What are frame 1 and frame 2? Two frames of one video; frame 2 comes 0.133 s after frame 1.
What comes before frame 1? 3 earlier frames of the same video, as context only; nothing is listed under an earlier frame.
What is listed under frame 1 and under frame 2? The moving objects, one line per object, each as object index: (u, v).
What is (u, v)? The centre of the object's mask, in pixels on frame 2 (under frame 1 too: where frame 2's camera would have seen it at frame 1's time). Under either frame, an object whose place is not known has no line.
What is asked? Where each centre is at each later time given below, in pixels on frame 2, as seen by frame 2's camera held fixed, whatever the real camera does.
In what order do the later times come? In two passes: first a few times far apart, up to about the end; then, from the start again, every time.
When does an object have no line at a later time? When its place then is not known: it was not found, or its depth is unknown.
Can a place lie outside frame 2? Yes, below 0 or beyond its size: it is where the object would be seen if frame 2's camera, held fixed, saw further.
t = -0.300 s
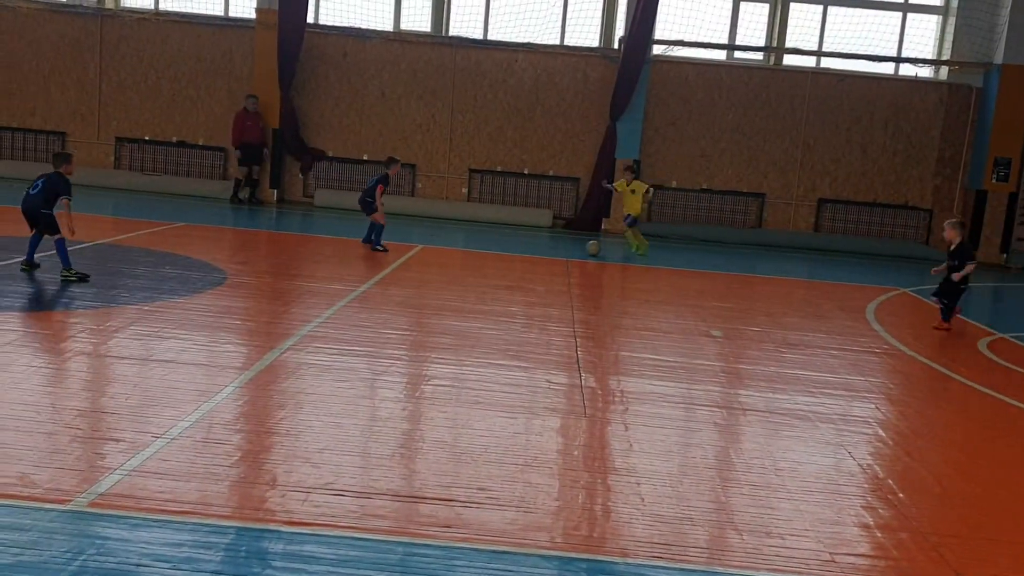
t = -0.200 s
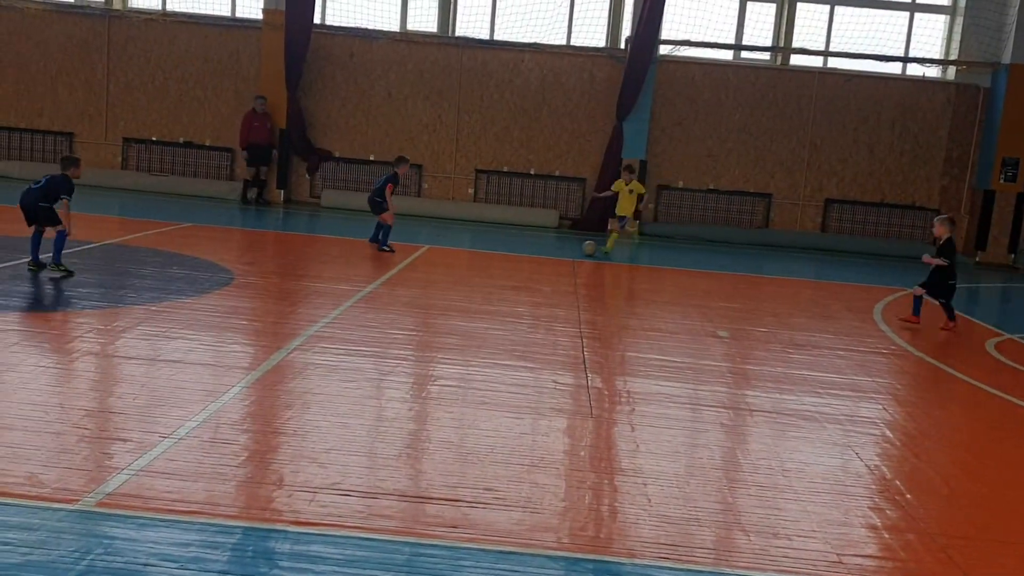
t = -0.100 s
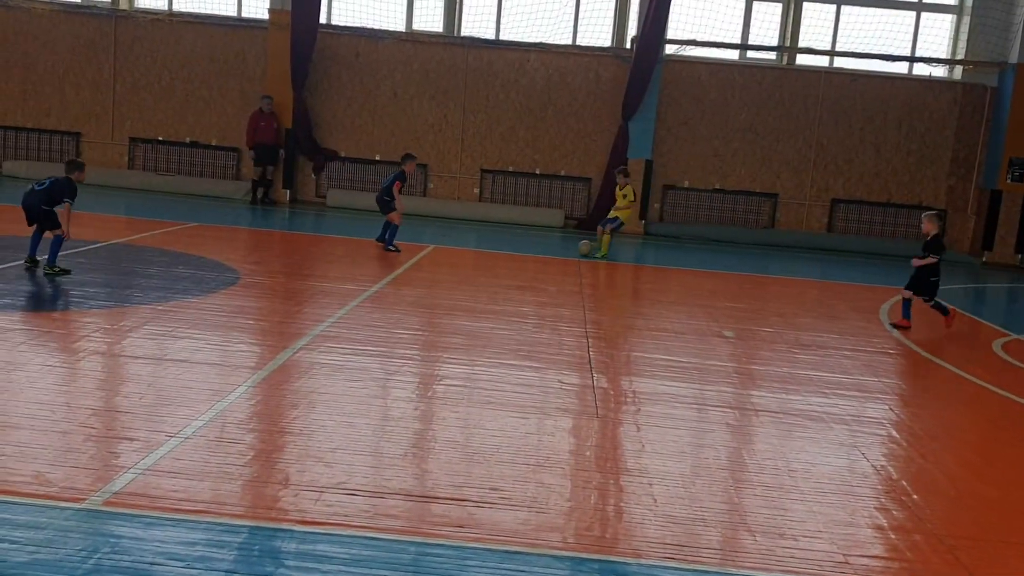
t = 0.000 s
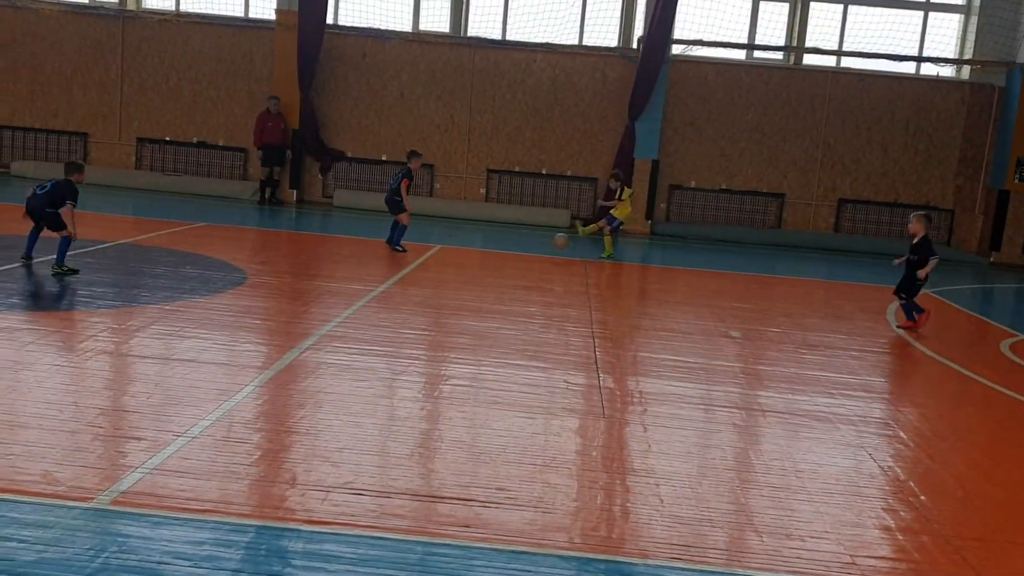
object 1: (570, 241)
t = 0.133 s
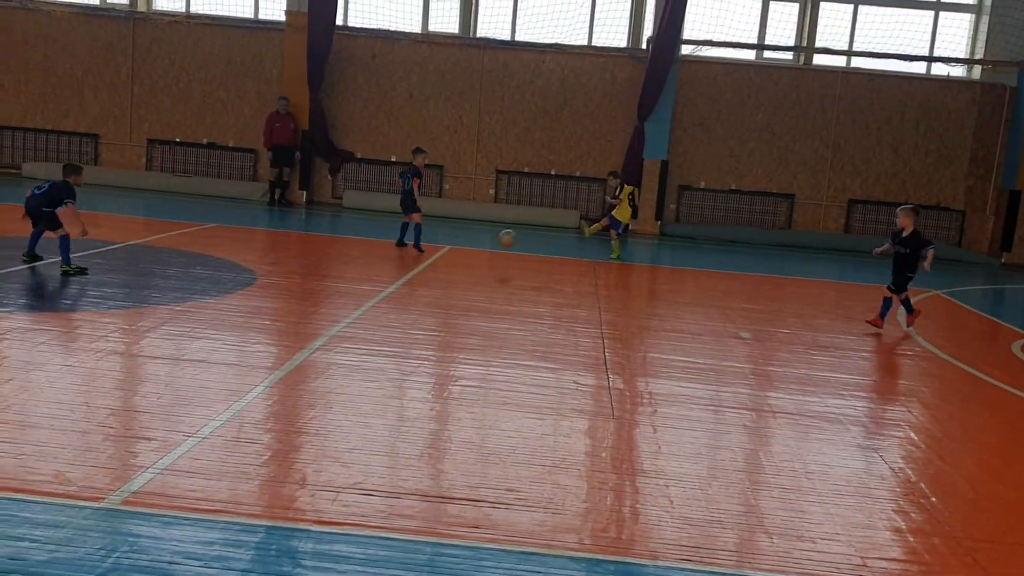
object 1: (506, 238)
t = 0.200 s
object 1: (470, 243)
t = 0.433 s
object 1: (297, 286)
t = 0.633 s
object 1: (93, 315)
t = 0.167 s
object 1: (489, 240)
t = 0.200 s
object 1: (470, 243)
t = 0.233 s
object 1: (450, 248)
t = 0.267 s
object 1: (427, 254)
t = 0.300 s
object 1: (403, 260)
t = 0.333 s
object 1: (378, 270)
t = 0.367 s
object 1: (350, 282)
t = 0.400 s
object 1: (323, 287)
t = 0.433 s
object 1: (297, 286)
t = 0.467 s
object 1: (269, 286)
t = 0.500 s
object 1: (240, 287)
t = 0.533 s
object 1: (209, 290)
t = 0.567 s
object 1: (172, 296)
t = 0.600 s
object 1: (134, 305)
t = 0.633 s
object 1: (93, 315)
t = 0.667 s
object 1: (47, 328)
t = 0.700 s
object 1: (-1, 341)
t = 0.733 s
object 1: (-47, 346)
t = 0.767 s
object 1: (-99, 353)
